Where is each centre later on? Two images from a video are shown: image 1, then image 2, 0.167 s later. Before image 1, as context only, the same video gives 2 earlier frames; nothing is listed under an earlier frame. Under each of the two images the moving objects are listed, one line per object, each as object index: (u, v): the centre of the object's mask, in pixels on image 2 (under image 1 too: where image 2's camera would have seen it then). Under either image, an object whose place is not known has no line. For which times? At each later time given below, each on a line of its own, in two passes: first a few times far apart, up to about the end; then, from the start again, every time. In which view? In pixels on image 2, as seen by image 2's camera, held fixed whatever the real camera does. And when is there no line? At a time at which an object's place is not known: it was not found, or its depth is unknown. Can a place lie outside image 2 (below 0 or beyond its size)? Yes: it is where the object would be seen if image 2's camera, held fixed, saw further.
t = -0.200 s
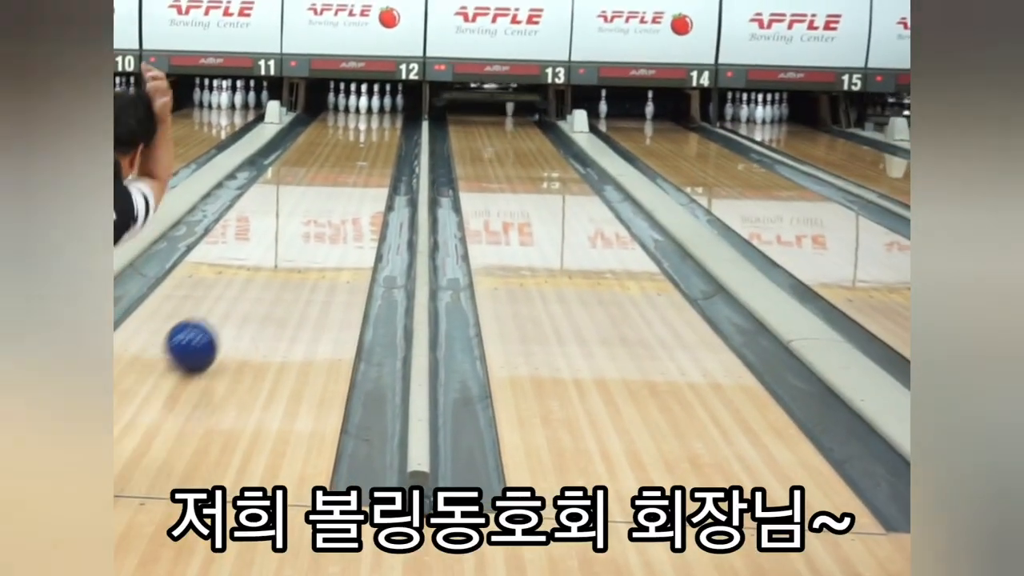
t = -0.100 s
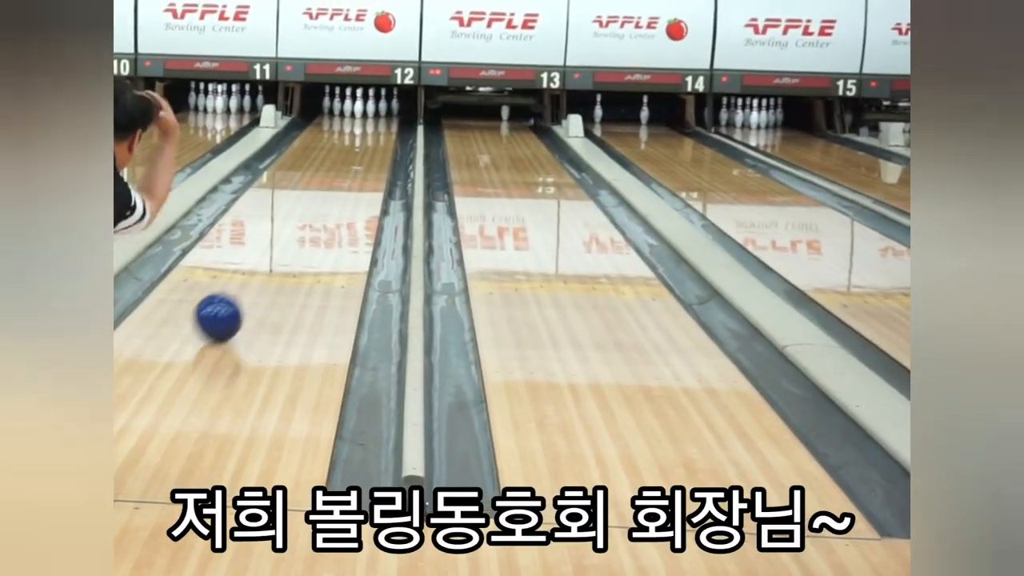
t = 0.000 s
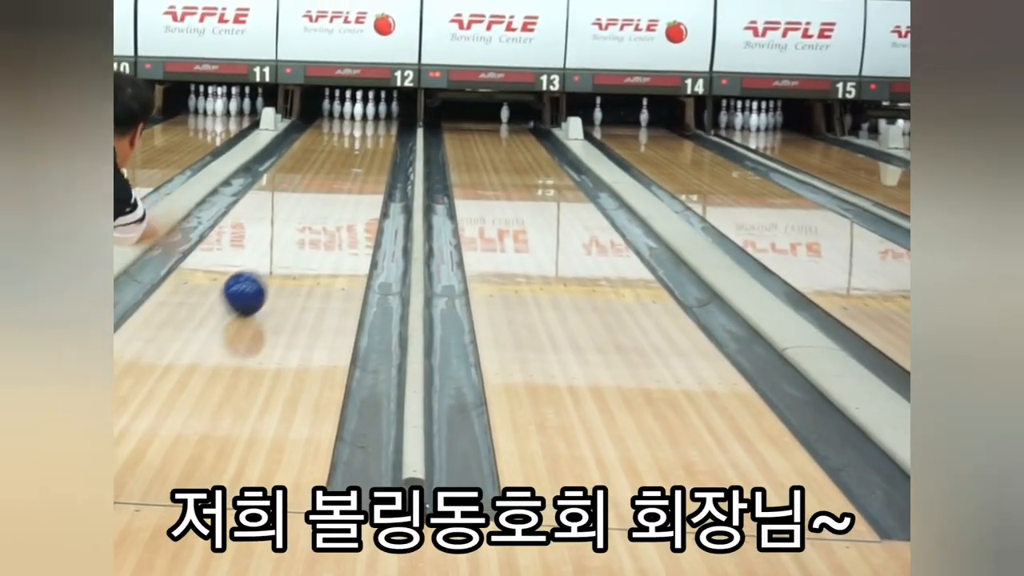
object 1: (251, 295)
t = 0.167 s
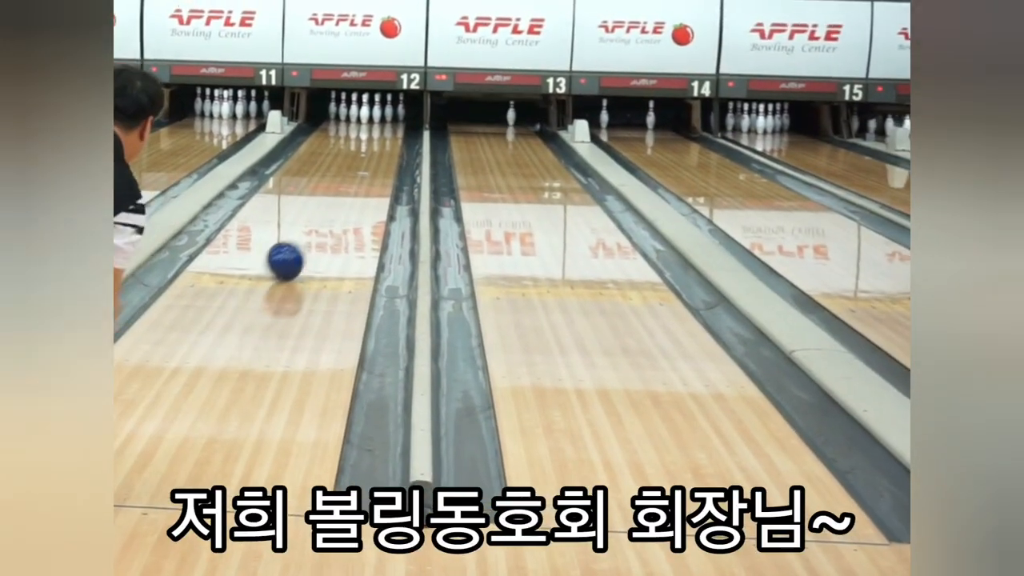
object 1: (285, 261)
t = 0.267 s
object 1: (302, 243)
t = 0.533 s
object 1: (334, 206)
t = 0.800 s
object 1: (358, 179)
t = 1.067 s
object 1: (373, 160)
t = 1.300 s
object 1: (383, 146)
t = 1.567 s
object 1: (386, 132)
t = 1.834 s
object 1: (379, 122)
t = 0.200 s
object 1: (291, 255)
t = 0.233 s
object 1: (296, 249)
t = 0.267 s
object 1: (302, 243)
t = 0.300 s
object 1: (306, 238)
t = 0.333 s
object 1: (311, 233)
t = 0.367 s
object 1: (315, 228)
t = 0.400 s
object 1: (319, 223)
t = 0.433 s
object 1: (323, 219)
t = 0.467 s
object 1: (327, 214)
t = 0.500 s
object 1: (331, 210)
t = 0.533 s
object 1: (334, 206)
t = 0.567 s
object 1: (338, 202)
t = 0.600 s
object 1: (341, 198)
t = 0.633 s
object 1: (344, 195)
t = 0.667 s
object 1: (347, 191)
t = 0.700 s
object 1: (350, 188)
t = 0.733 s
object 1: (353, 185)
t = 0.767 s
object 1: (355, 182)
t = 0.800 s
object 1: (358, 179)
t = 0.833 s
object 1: (360, 176)
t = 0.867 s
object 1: (362, 173)
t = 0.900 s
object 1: (364, 171)
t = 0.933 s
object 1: (367, 168)
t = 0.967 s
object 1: (368, 166)
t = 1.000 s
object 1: (370, 164)
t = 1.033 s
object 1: (372, 162)
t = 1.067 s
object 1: (373, 160)
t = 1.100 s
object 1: (375, 158)
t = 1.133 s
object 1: (377, 156)
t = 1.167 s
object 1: (378, 154)
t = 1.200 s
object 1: (379, 152)
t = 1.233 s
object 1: (381, 150)
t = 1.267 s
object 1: (382, 148)
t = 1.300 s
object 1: (383, 146)
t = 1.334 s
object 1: (384, 145)
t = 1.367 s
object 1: (385, 143)
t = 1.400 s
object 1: (385, 141)
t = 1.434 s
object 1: (386, 138)
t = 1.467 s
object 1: (386, 138)
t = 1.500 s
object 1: (386, 136)
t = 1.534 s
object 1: (386, 135)
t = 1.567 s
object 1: (386, 132)
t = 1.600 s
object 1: (385, 131)
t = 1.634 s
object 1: (385, 129)
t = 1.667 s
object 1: (384, 128)
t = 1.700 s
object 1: (384, 126)
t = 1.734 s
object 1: (383, 125)
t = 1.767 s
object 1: (382, 124)
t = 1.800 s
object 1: (381, 124)
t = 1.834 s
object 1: (379, 122)
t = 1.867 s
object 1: (378, 121)
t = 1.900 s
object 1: (376, 119)
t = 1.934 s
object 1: (375, 118)
